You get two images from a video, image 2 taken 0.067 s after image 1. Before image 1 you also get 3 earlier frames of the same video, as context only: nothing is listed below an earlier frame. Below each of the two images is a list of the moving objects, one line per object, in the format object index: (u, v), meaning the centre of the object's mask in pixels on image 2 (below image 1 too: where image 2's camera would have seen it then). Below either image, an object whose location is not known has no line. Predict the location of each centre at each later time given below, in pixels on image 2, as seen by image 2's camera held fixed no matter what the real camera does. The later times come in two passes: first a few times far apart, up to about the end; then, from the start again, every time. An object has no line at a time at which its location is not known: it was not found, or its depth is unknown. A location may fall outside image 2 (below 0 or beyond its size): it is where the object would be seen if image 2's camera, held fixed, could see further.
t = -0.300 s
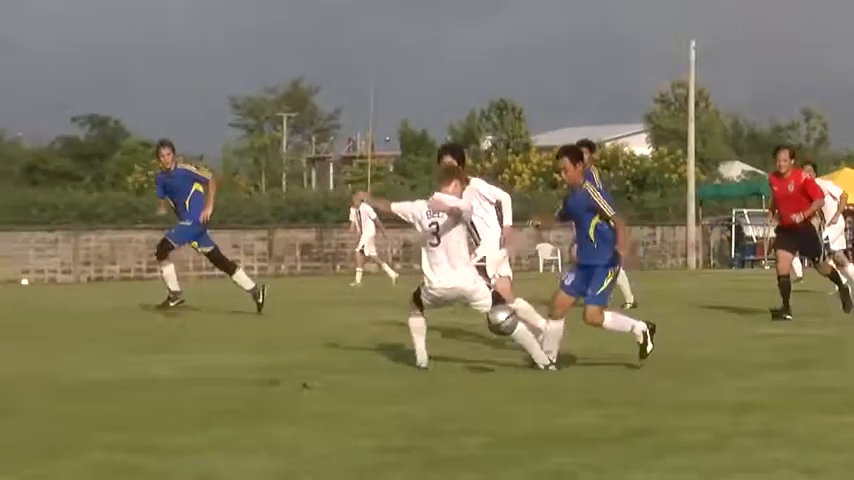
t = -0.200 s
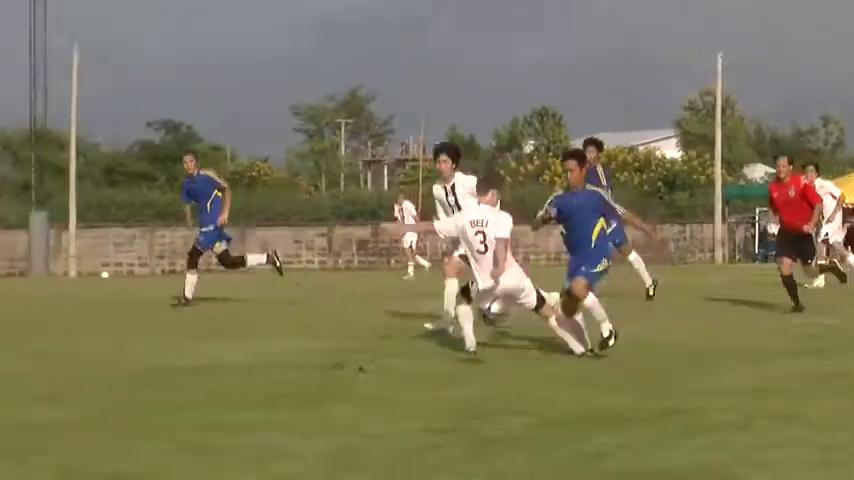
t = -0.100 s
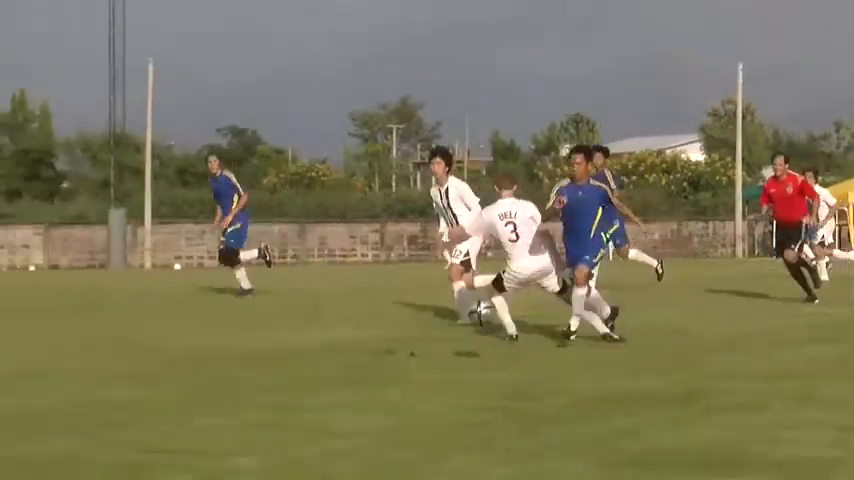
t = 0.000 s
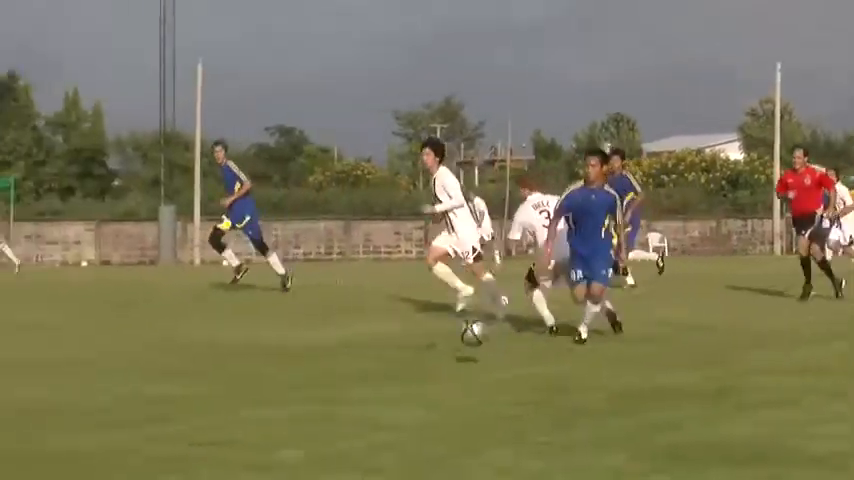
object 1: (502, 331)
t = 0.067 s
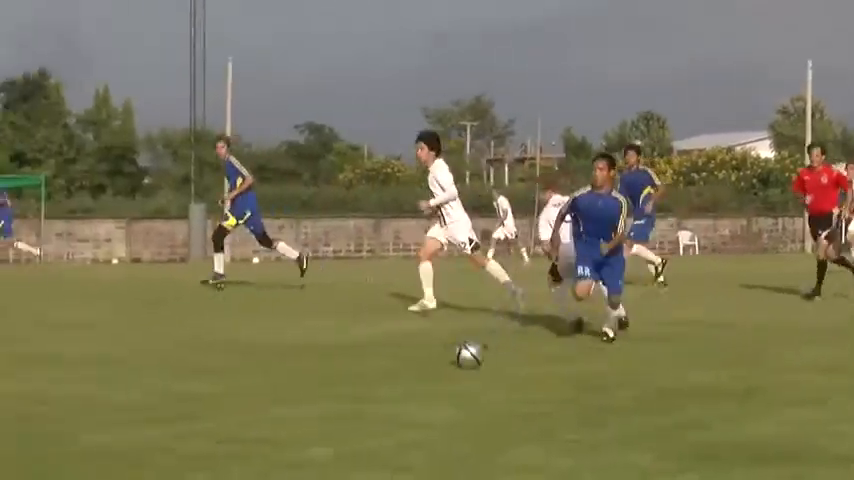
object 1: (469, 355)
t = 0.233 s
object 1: (407, 349)
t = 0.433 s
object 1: (341, 368)
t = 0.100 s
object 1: (455, 356)
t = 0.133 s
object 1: (444, 355)
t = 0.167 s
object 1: (429, 353)
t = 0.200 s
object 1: (418, 350)
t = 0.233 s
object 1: (407, 349)
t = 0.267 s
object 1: (396, 351)
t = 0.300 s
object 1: (385, 353)
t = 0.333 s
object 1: (373, 357)
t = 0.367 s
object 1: (359, 364)
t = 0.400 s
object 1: (346, 368)
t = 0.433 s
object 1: (341, 368)
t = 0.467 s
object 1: (330, 367)
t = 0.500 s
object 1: (318, 367)
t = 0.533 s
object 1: (305, 367)
